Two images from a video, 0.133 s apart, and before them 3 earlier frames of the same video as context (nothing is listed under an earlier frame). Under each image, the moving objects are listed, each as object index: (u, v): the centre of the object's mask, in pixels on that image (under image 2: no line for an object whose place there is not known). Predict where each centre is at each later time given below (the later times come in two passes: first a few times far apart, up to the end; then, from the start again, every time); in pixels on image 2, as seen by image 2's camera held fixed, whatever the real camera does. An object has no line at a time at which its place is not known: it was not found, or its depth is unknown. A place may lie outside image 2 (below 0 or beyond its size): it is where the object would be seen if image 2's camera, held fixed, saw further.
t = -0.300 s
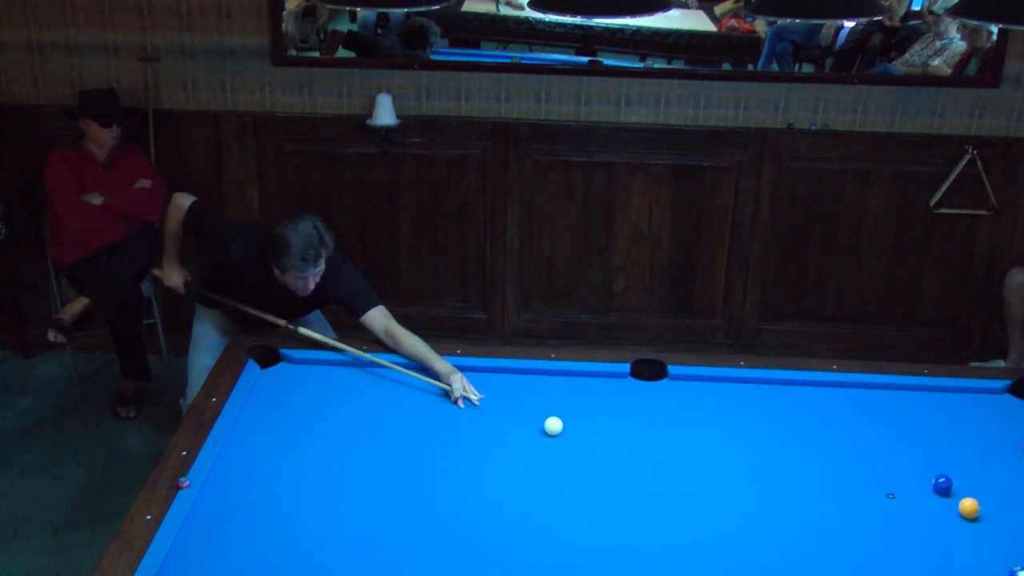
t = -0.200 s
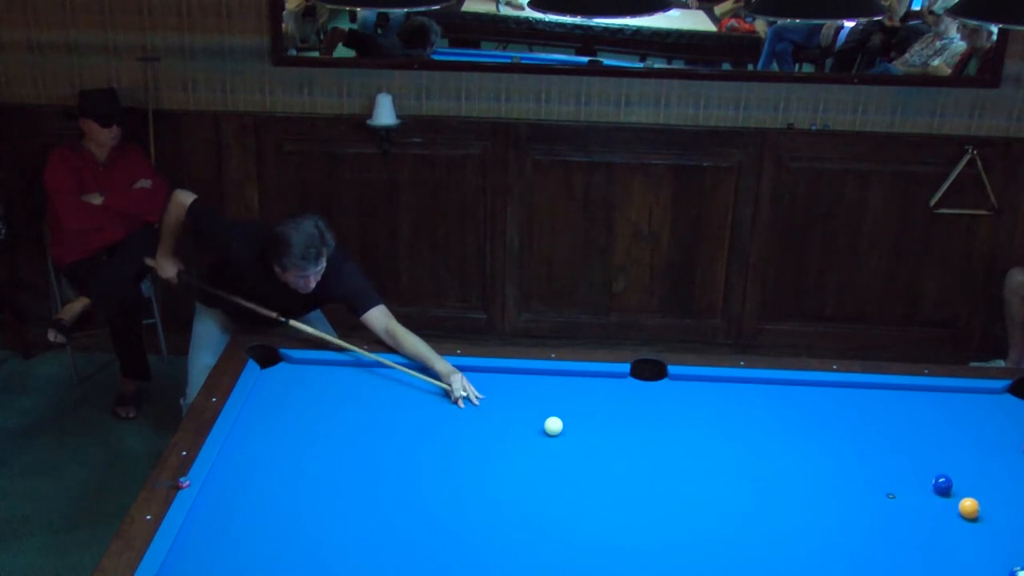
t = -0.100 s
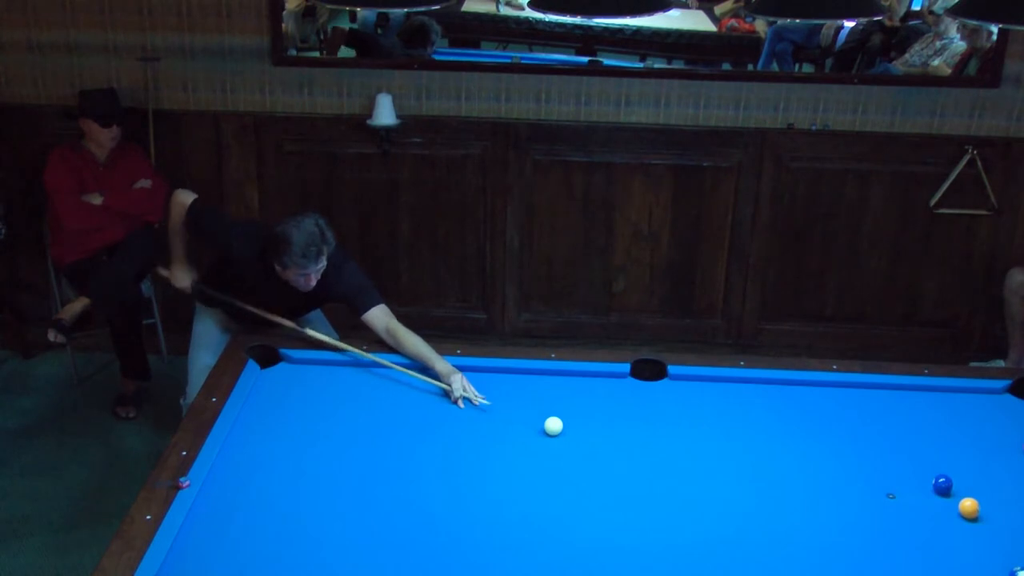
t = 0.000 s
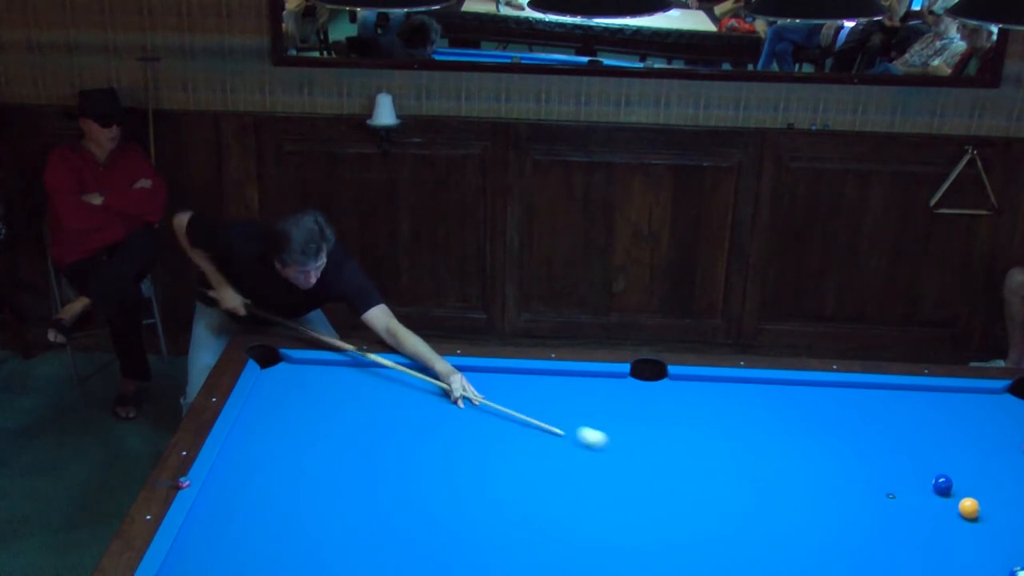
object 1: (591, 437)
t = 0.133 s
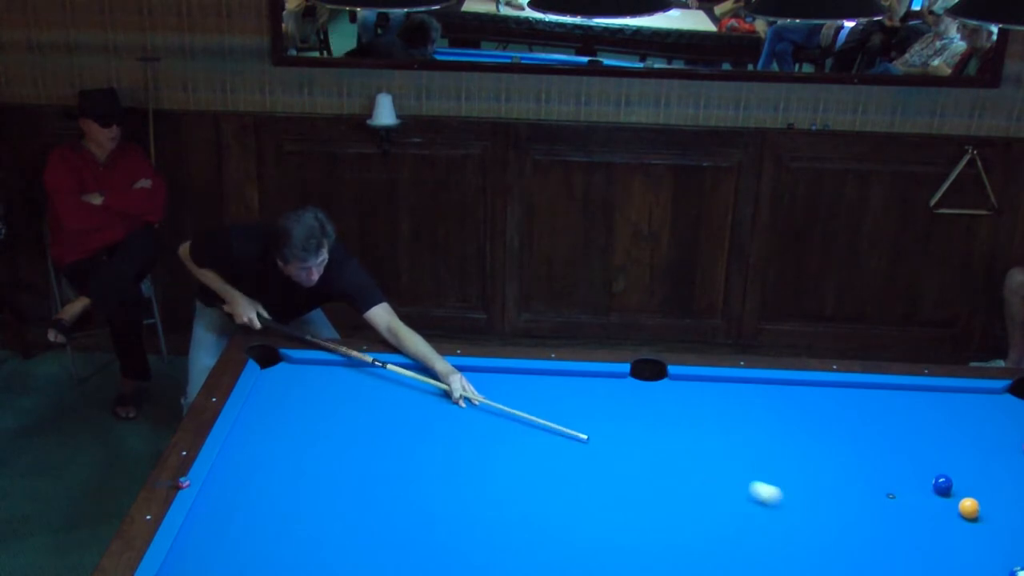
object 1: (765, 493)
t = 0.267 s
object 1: (945, 553)
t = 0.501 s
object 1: (1006, 569)
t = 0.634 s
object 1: (1012, 569)
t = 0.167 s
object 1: (809, 508)
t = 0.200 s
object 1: (854, 522)
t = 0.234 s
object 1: (899, 537)
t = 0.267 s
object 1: (945, 553)
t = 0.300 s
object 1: (989, 566)
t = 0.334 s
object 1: (998, 568)
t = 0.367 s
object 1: (1000, 568)
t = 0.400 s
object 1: (1001, 568)
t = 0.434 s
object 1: (1003, 568)
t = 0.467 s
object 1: (1005, 568)
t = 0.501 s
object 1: (1006, 569)
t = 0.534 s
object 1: (1008, 569)
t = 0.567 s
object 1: (1010, 569)
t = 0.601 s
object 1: (1011, 569)
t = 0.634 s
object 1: (1012, 569)
